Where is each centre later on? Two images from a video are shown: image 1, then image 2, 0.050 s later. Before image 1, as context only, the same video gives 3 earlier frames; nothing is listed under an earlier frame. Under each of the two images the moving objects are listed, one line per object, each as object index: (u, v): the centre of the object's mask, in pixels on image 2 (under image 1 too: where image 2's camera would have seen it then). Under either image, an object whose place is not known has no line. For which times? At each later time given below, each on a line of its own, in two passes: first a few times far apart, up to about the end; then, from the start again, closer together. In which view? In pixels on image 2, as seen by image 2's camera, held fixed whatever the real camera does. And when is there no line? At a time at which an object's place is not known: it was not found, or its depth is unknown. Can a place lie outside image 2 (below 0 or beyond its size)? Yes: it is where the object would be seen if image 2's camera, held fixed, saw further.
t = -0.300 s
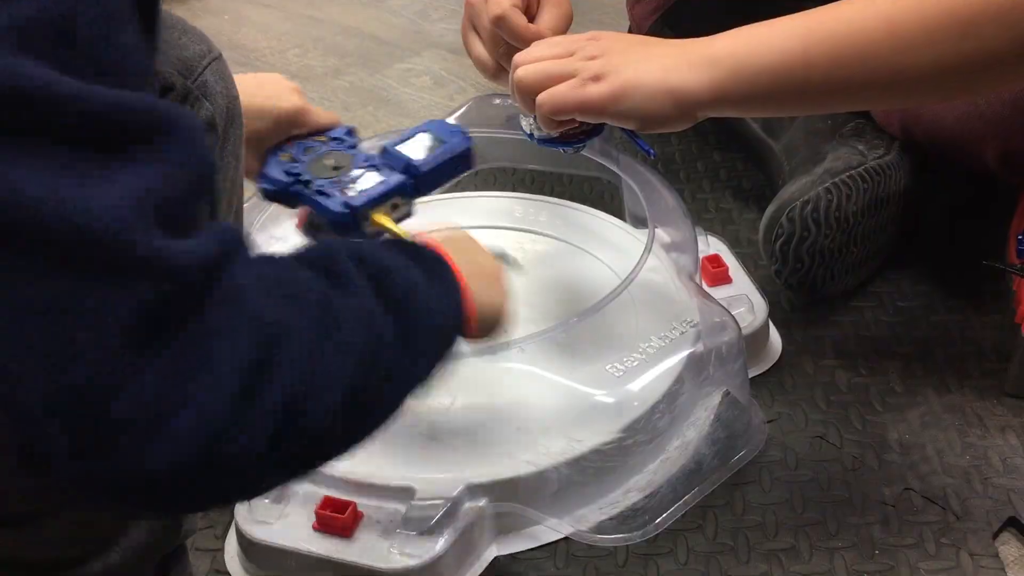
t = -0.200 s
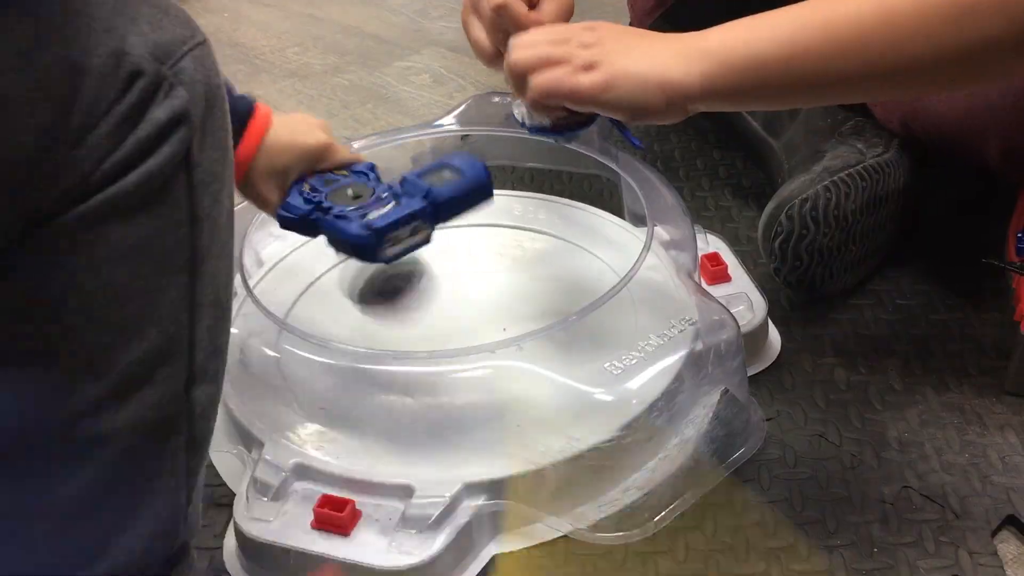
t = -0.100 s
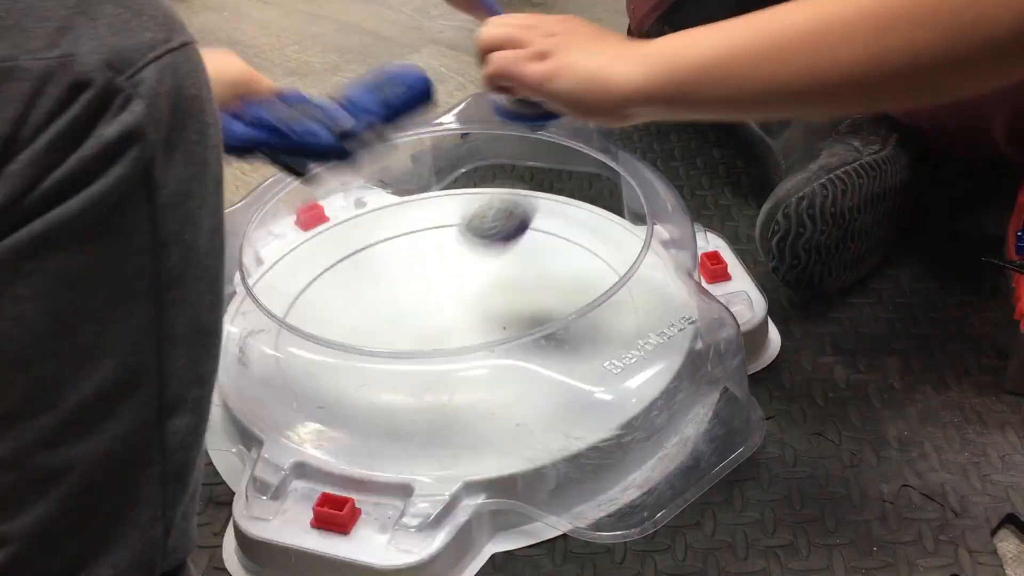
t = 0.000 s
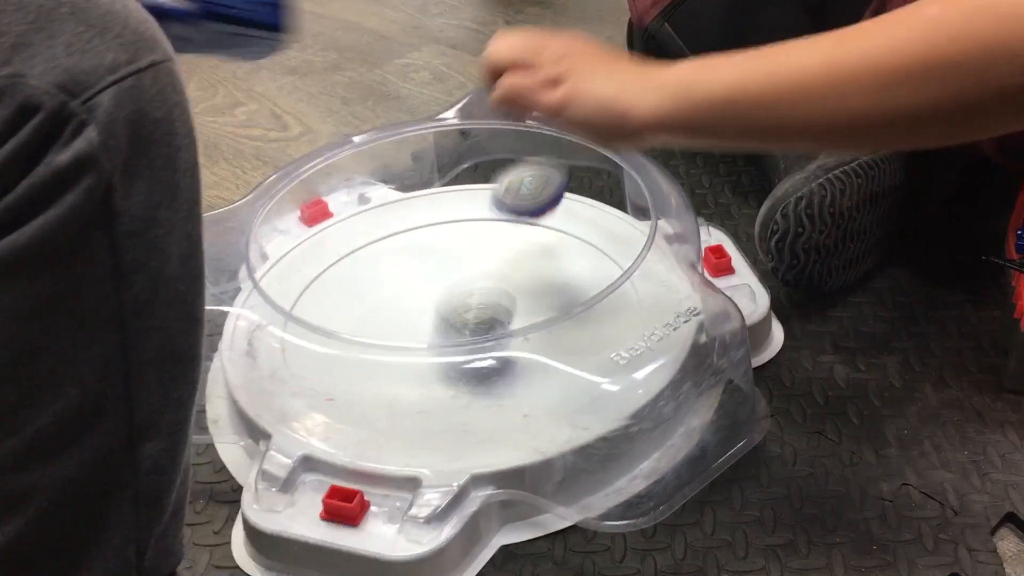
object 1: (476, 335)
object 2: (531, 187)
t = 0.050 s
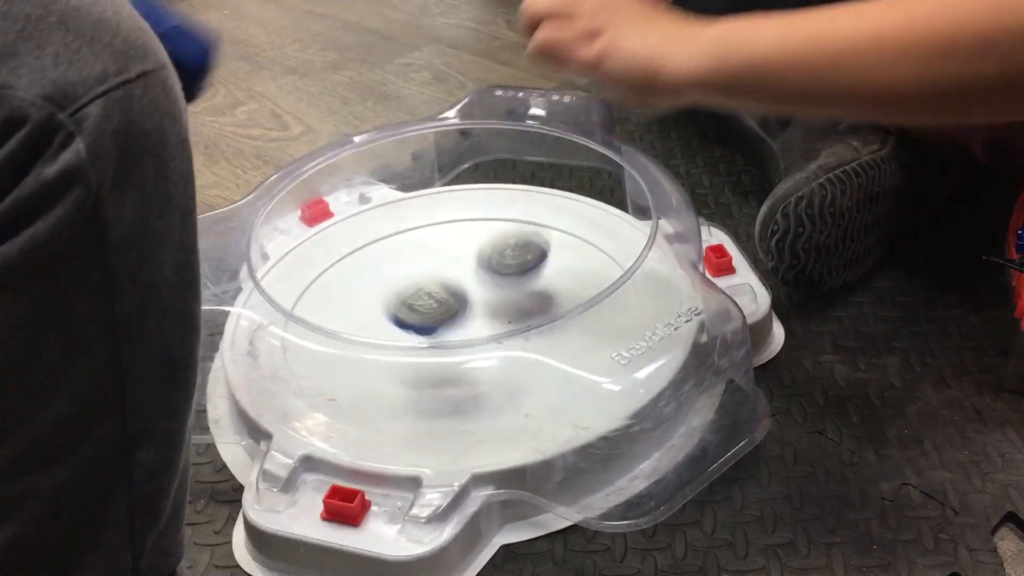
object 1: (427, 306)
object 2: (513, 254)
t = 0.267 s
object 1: (319, 331)
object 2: (407, 362)
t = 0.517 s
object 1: (454, 226)
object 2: (361, 364)
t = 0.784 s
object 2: (402, 276)
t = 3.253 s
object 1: (601, 284)
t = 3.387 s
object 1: (611, 337)
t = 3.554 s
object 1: (481, 412)
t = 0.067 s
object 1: (412, 296)
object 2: (507, 285)
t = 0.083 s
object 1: (396, 288)
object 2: (499, 287)
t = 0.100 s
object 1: (380, 285)
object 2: (491, 288)
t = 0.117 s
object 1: (366, 284)
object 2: (482, 293)
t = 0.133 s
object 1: (350, 288)
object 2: (474, 300)
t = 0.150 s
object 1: (337, 294)
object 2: (466, 311)
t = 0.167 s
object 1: (324, 303)
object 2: (459, 335)
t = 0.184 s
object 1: (318, 315)
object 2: (450, 344)
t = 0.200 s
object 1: (311, 332)
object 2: (441, 344)
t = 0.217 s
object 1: (299, 356)
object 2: (432, 348)
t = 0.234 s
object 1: (297, 365)
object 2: (424, 355)
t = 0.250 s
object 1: (309, 349)
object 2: (416, 361)
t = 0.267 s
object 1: (319, 331)
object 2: (407, 362)
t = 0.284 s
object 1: (328, 317)
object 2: (399, 367)
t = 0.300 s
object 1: (338, 308)
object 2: (391, 371)
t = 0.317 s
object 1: (348, 306)
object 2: (382, 372)
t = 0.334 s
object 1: (357, 302)
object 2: (377, 373)
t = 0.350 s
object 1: (365, 298)
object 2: (373, 380)
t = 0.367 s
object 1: (373, 298)
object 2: (369, 381)
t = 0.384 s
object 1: (381, 296)
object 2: (367, 380)
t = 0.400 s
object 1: (389, 283)
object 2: (365, 381)
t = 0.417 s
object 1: (397, 273)
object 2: (363, 381)
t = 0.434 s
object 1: (405, 265)
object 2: (361, 381)
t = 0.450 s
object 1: (414, 256)
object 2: (360, 380)
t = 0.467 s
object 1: (423, 248)
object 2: (359, 379)
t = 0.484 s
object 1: (433, 240)
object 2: (359, 377)
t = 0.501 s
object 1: (443, 232)
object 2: (359, 374)
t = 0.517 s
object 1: (454, 226)
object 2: (361, 364)
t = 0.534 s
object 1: (466, 220)
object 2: (362, 361)
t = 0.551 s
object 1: (477, 214)
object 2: (364, 356)
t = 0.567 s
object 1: (489, 210)
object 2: (364, 351)
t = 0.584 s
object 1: (500, 205)
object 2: (366, 348)
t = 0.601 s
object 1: (512, 202)
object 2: (367, 343)
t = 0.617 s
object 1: (524, 203)
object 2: (370, 340)
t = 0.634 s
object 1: (538, 205)
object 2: (372, 335)
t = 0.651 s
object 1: (550, 206)
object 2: (374, 329)
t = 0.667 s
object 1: (562, 211)
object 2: (377, 324)
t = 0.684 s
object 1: (573, 216)
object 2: (381, 313)
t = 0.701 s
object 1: (587, 225)
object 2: (383, 309)
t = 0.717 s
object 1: (598, 233)
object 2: (387, 301)
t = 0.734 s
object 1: (608, 241)
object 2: (390, 295)
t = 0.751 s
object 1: (614, 249)
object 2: (394, 289)
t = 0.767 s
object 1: (629, 264)
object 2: (397, 282)
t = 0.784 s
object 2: (402, 276)
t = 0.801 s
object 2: (407, 269)
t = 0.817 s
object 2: (414, 262)
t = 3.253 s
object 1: (601, 284)
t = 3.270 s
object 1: (607, 290)
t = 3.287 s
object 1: (611, 297)
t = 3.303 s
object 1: (616, 305)
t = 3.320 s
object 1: (618, 312)
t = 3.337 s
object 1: (619, 316)
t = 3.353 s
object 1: (618, 320)
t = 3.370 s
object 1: (614, 325)
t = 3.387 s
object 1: (611, 337)
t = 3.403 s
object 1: (605, 345)
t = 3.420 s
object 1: (598, 353)
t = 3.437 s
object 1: (588, 368)
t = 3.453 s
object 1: (576, 377)
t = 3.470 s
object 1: (562, 382)
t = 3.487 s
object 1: (549, 391)
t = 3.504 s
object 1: (533, 397)
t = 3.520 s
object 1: (517, 402)
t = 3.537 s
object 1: (500, 406)
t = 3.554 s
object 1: (481, 412)
